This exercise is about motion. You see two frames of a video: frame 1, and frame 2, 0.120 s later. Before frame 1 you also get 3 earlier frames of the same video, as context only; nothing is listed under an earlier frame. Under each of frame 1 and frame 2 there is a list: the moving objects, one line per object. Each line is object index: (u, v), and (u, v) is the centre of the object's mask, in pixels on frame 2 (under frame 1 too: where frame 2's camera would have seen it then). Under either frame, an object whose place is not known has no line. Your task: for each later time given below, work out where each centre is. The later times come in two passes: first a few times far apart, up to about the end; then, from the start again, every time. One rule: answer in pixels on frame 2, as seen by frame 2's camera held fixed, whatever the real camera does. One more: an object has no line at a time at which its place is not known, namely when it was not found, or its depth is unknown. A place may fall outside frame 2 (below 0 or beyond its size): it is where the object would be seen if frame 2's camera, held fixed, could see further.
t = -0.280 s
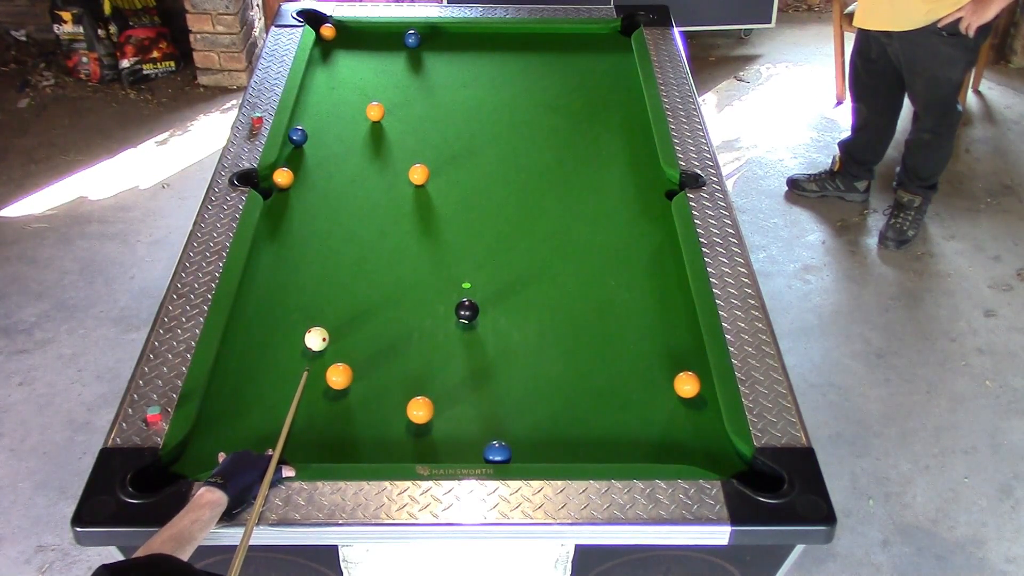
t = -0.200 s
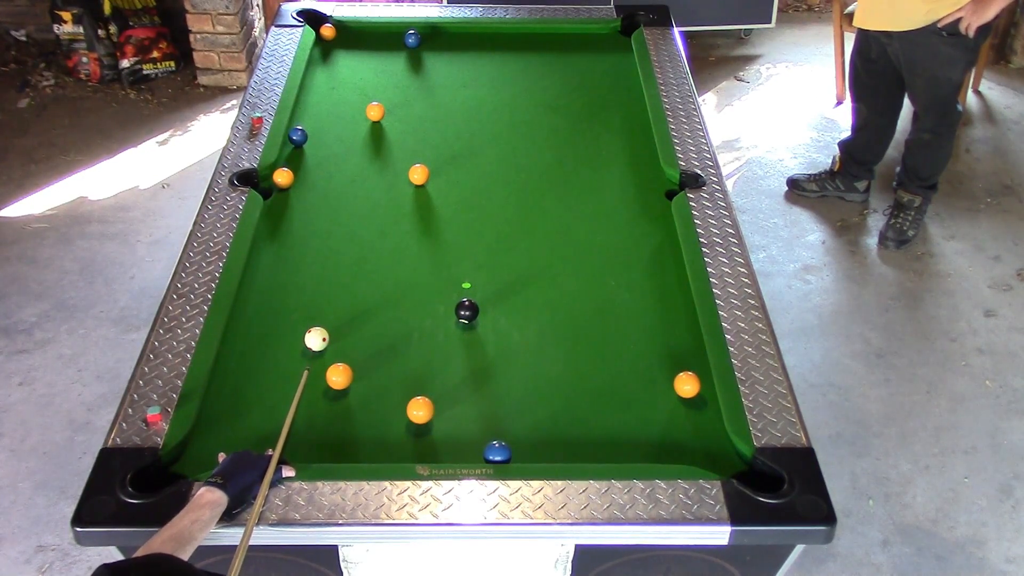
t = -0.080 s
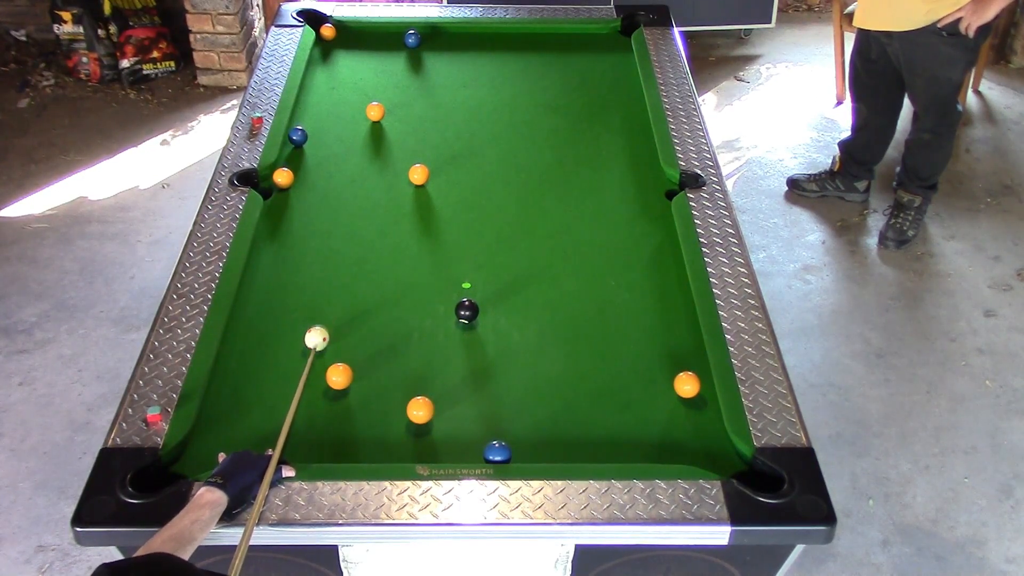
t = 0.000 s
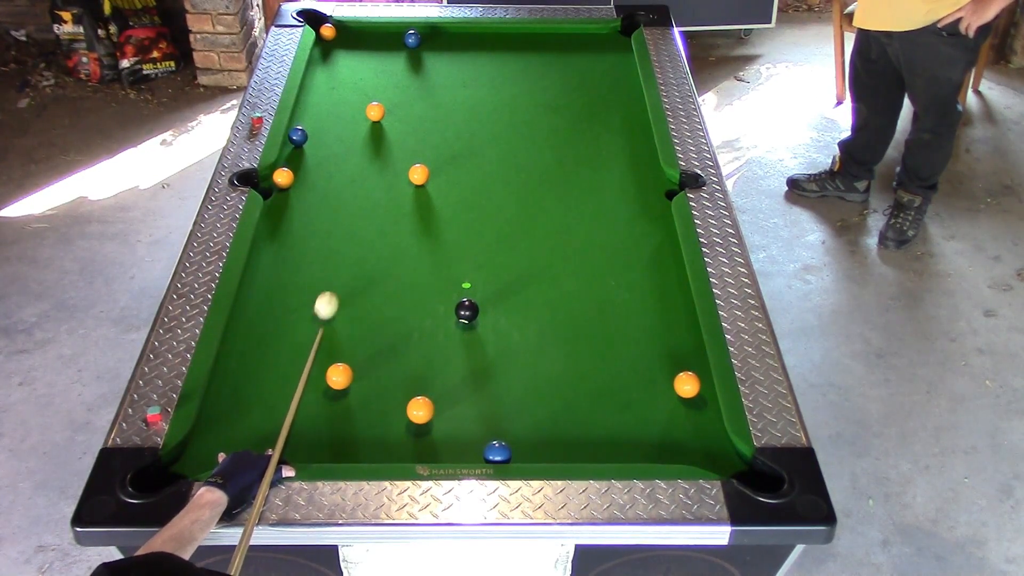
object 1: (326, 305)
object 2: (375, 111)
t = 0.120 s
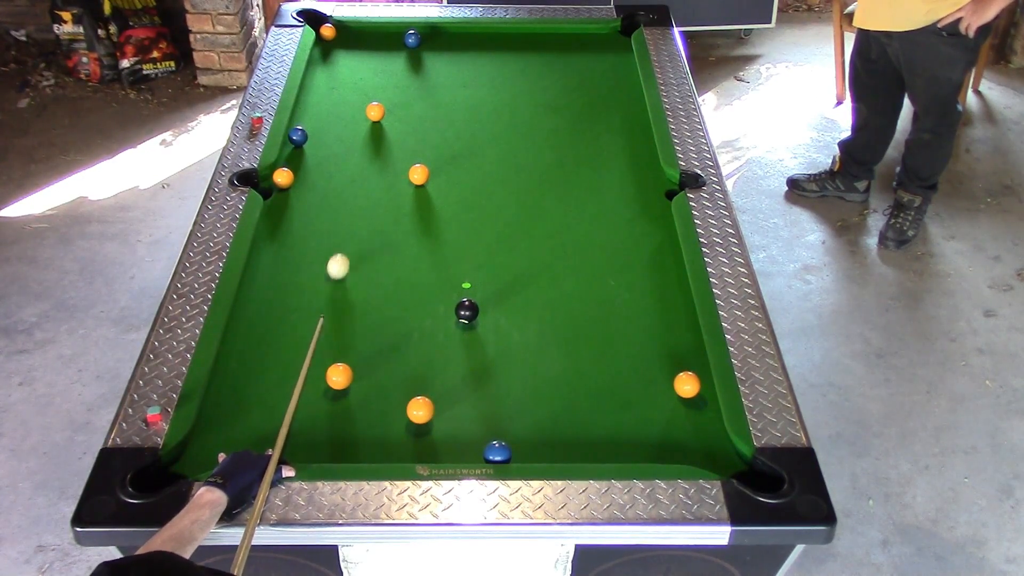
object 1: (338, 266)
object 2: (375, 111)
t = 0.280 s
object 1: (352, 221)
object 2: (375, 111)
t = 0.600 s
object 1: (374, 147)
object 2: (375, 111)
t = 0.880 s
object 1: (403, 113)
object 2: (365, 97)
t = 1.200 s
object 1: (444, 96)
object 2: (347, 74)
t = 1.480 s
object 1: (475, 83)
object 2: (334, 56)
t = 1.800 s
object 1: (505, 70)
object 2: (324, 39)
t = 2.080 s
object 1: (528, 61)
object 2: (330, 37)
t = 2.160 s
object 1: (534, 58)
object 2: (332, 37)
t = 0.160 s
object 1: (341, 254)
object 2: (375, 111)
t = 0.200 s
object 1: (345, 243)
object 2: (375, 111)
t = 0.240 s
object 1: (348, 232)
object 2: (375, 111)
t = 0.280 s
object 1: (352, 221)
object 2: (375, 111)
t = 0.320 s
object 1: (355, 211)
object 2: (375, 111)
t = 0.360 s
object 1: (358, 201)
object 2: (375, 111)
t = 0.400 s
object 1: (361, 191)
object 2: (375, 111)
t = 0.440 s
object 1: (363, 182)
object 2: (375, 111)
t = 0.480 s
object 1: (366, 173)
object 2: (375, 111)
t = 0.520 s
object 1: (369, 164)
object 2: (375, 111)
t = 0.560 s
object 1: (371, 155)
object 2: (375, 111)
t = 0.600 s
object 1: (374, 147)
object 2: (375, 111)
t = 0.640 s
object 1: (376, 139)
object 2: (375, 111)
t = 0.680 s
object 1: (378, 131)
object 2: (375, 111)
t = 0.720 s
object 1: (381, 123)
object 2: (374, 110)
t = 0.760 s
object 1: (385, 119)
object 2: (372, 108)
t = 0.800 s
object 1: (392, 117)
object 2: (370, 104)
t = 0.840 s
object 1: (397, 115)
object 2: (367, 101)
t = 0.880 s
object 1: (403, 113)
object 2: (365, 97)
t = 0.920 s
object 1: (408, 111)
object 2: (362, 94)
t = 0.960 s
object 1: (414, 108)
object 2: (360, 91)
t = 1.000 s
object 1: (419, 106)
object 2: (358, 88)
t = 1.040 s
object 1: (424, 104)
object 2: (356, 85)
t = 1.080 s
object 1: (429, 102)
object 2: (354, 82)
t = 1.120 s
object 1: (434, 100)
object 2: (352, 79)
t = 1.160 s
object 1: (439, 98)
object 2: (350, 77)
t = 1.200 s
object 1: (444, 96)
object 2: (347, 74)
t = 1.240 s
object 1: (448, 94)
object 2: (345, 71)
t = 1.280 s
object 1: (453, 92)
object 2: (343, 69)
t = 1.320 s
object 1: (457, 90)
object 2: (341, 66)
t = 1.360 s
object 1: (462, 88)
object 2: (340, 63)
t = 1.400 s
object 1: (467, 86)
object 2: (338, 61)
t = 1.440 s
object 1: (471, 84)
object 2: (336, 59)
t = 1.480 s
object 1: (475, 83)
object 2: (334, 56)
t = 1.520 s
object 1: (479, 81)
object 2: (332, 54)
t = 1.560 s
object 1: (483, 79)
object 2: (331, 52)
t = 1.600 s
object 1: (487, 78)
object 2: (329, 49)
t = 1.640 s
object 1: (491, 76)
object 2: (328, 47)
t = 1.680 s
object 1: (495, 75)
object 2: (326, 45)
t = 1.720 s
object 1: (498, 73)
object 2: (325, 43)
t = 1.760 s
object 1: (502, 72)
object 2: (323, 41)
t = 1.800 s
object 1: (505, 70)
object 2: (324, 39)
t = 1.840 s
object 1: (509, 69)
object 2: (325, 38)
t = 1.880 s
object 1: (512, 68)
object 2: (326, 38)
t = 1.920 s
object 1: (515, 66)
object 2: (327, 38)
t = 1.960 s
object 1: (519, 65)
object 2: (328, 38)
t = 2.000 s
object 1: (522, 63)
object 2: (329, 37)
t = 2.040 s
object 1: (525, 62)
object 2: (329, 37)
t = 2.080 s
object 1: (528, 61)
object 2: (330, 37)
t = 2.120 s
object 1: (532, 60)
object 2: (331, 37)
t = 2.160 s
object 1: (534, 58)
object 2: (332, 37)
